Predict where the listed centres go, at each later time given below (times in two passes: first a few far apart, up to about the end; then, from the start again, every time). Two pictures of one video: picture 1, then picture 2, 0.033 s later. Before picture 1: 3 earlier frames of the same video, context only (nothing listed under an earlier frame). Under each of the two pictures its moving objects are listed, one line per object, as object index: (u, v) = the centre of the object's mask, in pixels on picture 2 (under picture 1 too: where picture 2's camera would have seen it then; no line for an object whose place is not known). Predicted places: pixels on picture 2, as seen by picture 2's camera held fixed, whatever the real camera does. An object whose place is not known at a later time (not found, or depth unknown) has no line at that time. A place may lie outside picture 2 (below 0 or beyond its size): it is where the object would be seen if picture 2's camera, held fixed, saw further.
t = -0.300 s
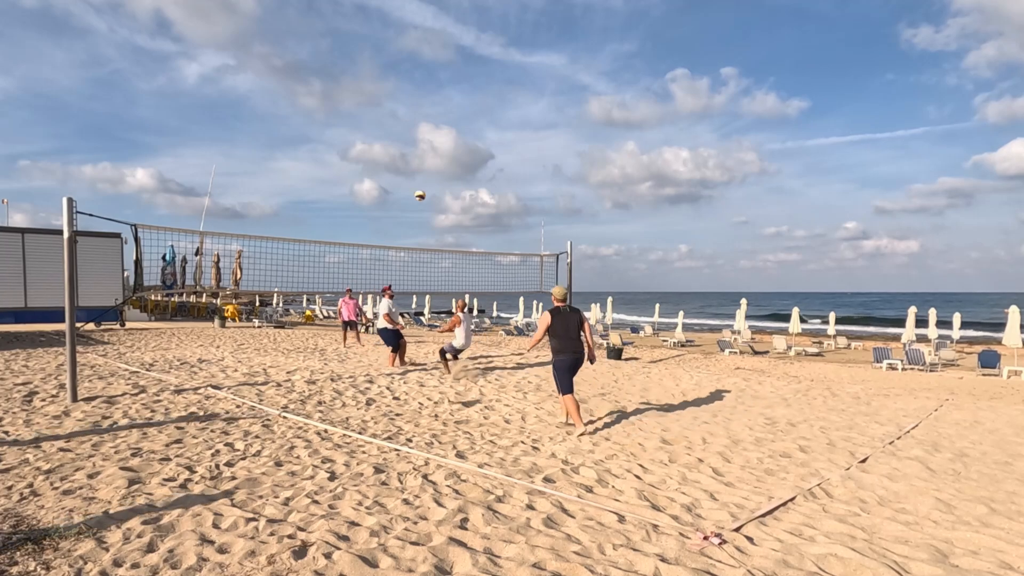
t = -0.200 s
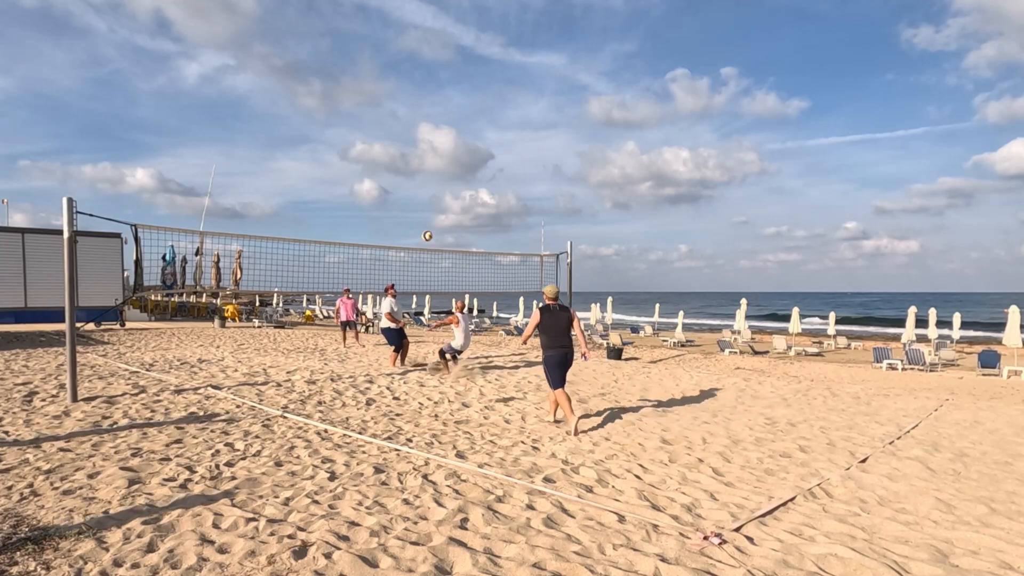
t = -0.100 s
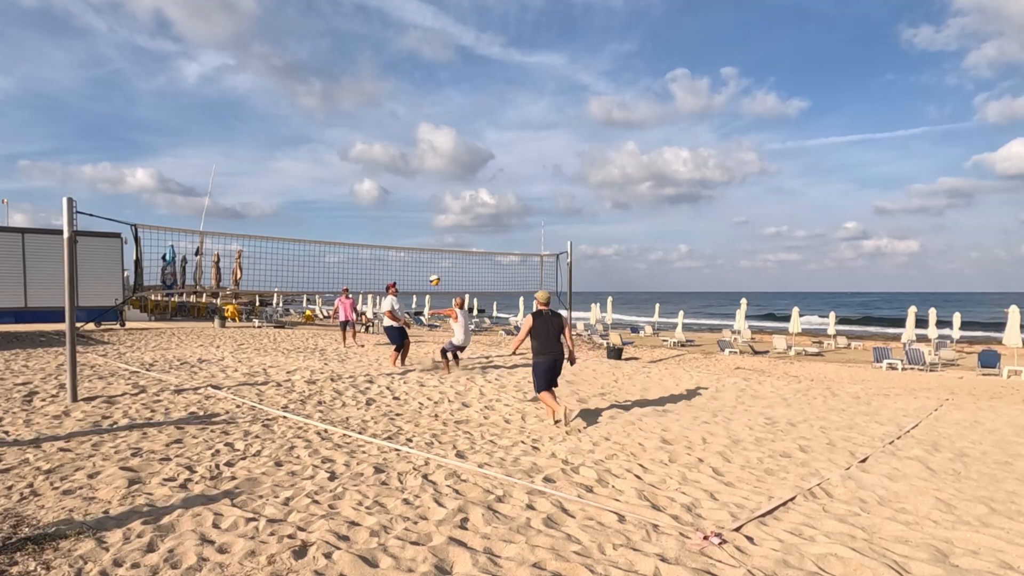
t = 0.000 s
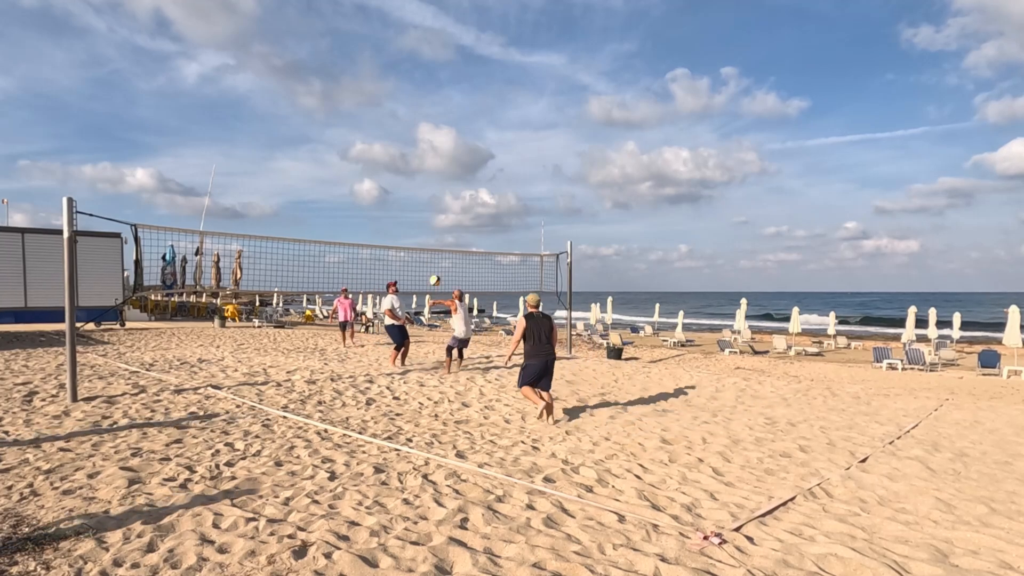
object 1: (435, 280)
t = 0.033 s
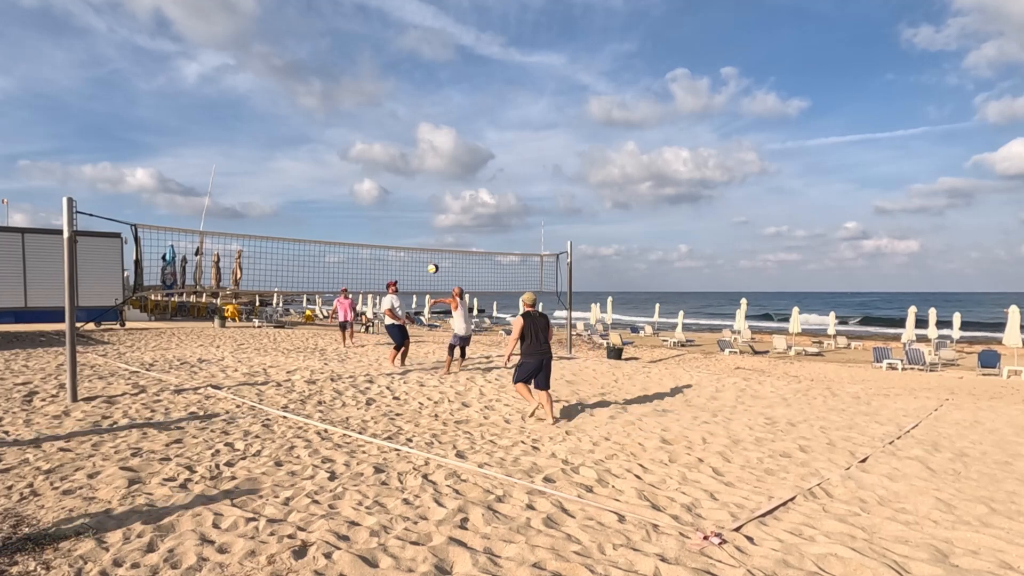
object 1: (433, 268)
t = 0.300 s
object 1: (421, 187)
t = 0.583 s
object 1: (410, 139)
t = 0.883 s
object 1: (401, 136)
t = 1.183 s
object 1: (393, 183)
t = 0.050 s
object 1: (432, 262)
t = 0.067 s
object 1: (431, 256)
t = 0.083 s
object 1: (431, 251)
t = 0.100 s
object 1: (430, 244)
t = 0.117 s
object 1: (429, 239)
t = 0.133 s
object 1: (428, 234)
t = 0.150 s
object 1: (428, 229)
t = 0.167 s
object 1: (427, 223)
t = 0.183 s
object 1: (426, 218)
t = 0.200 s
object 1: (425, 214)
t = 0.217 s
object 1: (425, 209)
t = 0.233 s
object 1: (424, 204)
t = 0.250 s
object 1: (423, 199)
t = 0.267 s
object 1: (423, 195)
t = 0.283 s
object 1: (422, 191)
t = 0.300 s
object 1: (421, 187)
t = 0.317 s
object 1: (420, 183)
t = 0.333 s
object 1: (420, 179)
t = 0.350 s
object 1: (419, 175)
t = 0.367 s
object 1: (418, 172)
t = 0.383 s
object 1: (418, 168)
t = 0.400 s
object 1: (417, 165)
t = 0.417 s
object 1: (417, 162)
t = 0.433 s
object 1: (416, 159)
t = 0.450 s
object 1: (415, 156)
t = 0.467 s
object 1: (415, 154)
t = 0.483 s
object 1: (414, 151)
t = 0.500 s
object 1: (413, 149)
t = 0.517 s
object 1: (413, 146)
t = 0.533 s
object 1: (412, 144)
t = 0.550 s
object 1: (412, 142)
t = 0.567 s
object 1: (411, 141)
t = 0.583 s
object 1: (410, 139)
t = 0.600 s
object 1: (410, 138)
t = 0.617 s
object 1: (409, 136)
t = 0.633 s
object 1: (409, 135)
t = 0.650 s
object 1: (408, 134)
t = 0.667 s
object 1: (408, 134)
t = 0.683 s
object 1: (407, 132)
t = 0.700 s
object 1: (407, 132)
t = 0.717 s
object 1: (406, 132)
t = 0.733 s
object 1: (406, 131)
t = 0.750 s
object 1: (405, 131)
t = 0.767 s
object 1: (404, 131)
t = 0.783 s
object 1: (404, 131)
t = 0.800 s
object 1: (404, 132)
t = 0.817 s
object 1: (403, 132)
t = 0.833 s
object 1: (402, 133)
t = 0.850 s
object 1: (402, 134)
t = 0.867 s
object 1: (401, 135)
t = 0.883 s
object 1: (401, 136)
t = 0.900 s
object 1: (400, 137)
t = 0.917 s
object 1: (400, 139)
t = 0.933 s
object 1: (399, 140)
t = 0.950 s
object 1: (399, 142)
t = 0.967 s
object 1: (398, 144)
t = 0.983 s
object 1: (398, 146)
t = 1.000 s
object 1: (398, 148)
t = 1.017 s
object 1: (397, 151)
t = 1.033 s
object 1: (397, 153)
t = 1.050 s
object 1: (396, 156)
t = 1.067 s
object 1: (396, 159)
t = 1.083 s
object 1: (396, 162)
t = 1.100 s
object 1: (395, 165)
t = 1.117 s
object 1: (395, 168)
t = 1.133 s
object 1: (395, 172)
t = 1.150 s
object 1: (394, 176)
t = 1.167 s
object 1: (394, 179)
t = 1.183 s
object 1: (393, 183)
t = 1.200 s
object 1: (393, 188)
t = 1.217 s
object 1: (392, 192)
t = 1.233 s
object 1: (392, 196)
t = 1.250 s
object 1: (392, 200)
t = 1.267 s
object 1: (391, 205)
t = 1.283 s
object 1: (391, 210)
